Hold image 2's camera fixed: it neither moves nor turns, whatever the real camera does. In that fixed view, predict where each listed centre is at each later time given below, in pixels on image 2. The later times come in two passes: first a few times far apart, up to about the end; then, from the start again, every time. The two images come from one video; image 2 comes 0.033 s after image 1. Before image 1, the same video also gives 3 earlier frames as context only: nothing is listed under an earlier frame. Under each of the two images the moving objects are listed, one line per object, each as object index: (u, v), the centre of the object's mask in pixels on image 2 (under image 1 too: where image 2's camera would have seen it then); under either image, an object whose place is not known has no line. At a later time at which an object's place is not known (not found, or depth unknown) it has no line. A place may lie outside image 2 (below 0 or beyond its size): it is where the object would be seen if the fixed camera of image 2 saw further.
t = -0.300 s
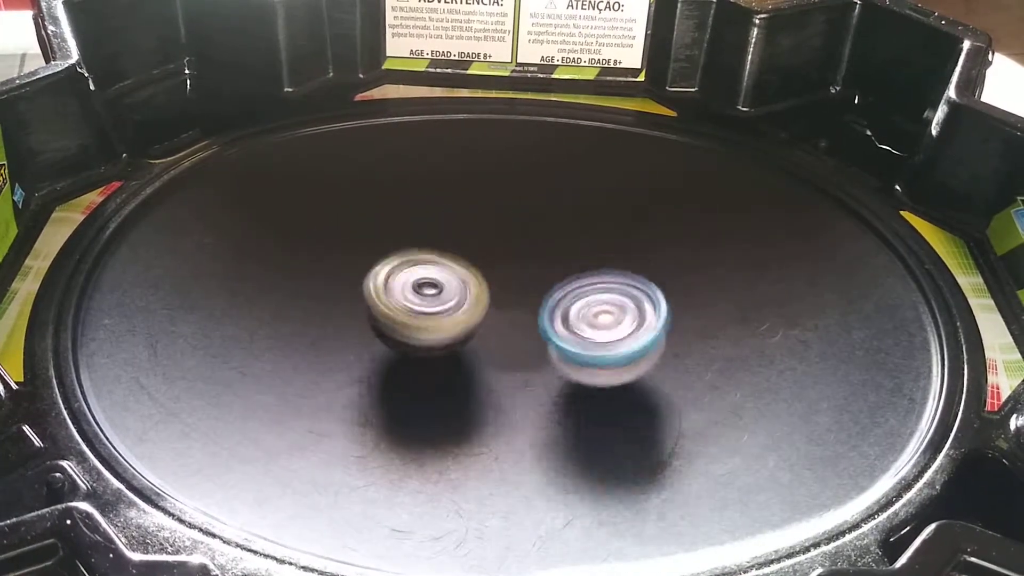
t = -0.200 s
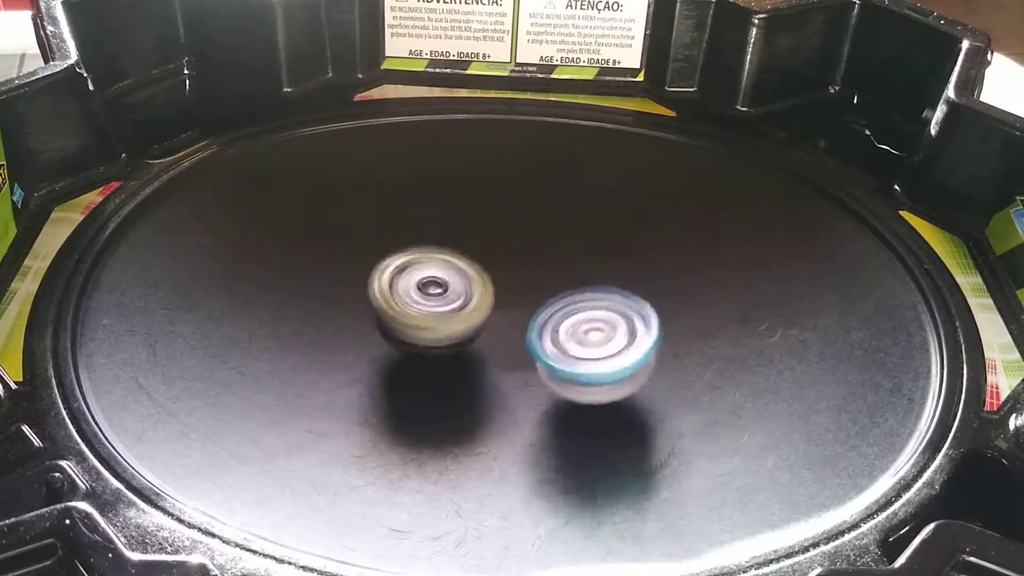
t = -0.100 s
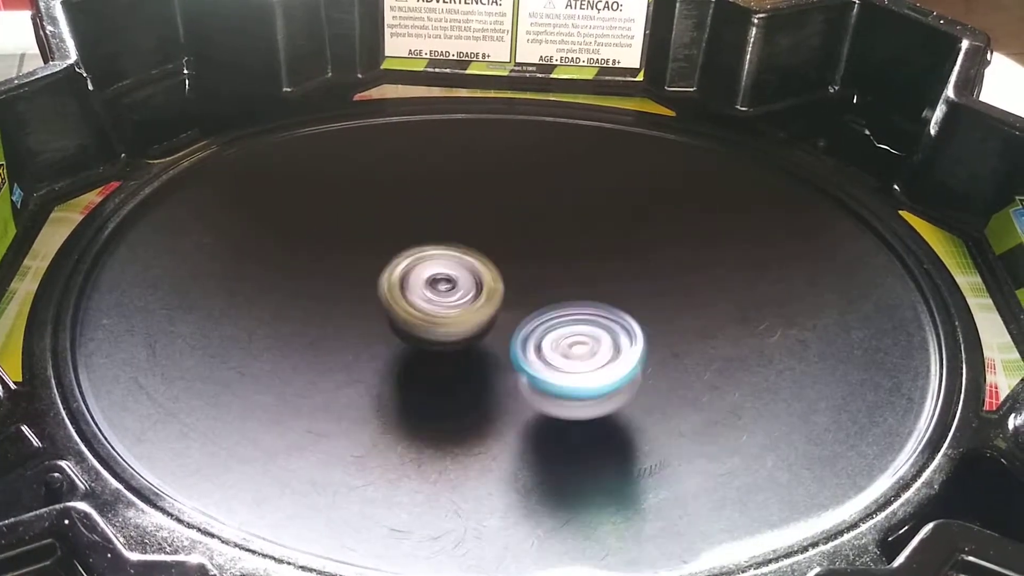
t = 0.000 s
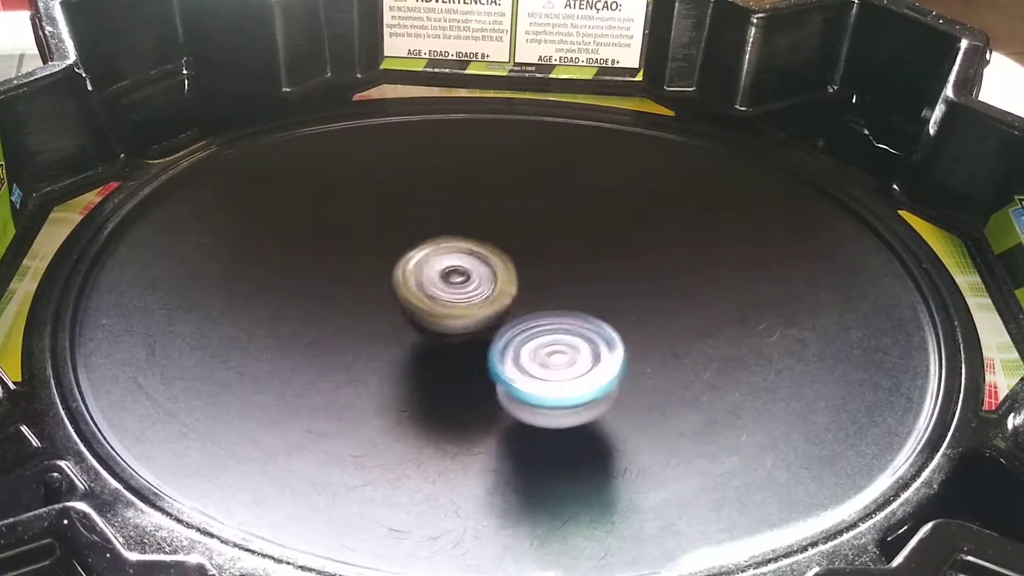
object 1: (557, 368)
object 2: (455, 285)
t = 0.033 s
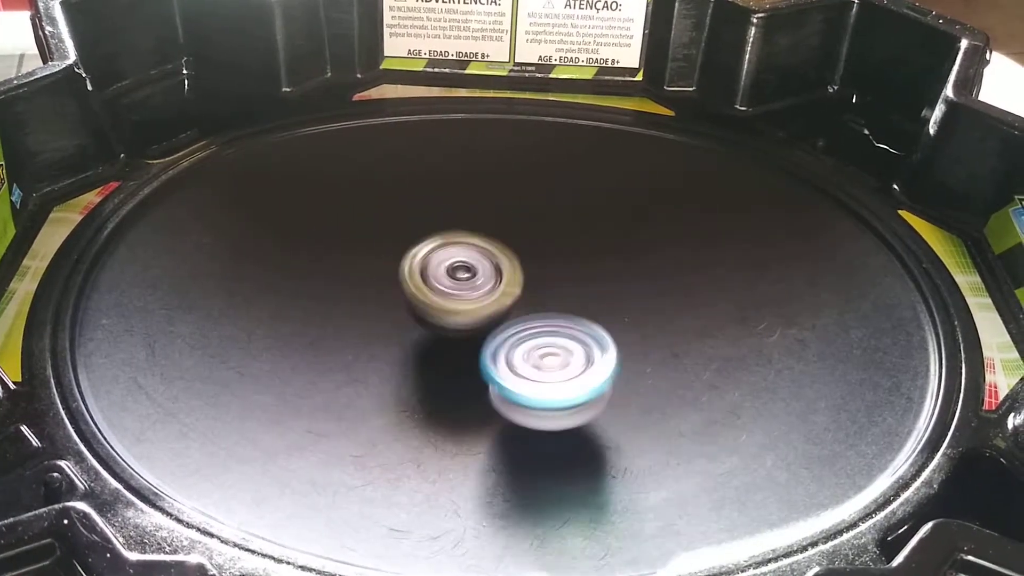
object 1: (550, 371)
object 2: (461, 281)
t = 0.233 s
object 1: (500, 369)
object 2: (471, 271)
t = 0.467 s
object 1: (438, 358)
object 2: (482, 260)
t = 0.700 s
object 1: (386, 332)
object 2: (509, 270)
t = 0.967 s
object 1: (361, 297)
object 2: (556, 280)
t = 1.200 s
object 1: (383, 271)
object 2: (574, 298)
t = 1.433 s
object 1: (434, 260)
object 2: (566, 317)
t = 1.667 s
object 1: (478, 246)
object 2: (568, 344)
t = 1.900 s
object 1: (508, 248)
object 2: (543, 351)
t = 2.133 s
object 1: (548, 259)
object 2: (490, 347)
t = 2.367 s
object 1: (570, 287)
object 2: (442, 323)
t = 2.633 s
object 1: (580, 325)
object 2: (425, 285)
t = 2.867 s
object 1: (560, 347)
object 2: (440, 273)
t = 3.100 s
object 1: (525, 365)
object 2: (484, 269)
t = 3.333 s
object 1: (492, 365)
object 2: (531, 272)
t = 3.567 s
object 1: (445, 351)
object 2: (565, 284)
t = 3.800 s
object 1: (421, 312)
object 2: (565, 311)
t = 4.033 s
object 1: (422, 273)
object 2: (537, 327)
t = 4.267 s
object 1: (434, 240)
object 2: (497, 329)
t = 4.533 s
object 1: (469, 215)
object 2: (462, 315)
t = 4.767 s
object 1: (518, 219)
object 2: (438, 297)
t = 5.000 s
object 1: (562, 260)
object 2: (448, 298)
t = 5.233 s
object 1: (603, 321)
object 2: (442, 306)
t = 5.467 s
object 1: (585, 373)
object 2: (451, 309)
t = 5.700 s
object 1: (516, 405)
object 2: (462, 294)
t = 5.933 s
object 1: (445, 403)
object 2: (487, 276)
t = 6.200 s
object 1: (381, 340)
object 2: (539, 299)
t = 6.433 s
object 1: (401, 286)
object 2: (560, 294)
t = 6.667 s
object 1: (448, 262)
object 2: (575, 306)
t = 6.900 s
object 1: (483, 264)
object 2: (581, 332)
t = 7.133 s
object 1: (489, 264)
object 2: (582, 335)
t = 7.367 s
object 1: (476, 267)
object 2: (584, 325)
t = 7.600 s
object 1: (463, 282)
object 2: (582, 323)
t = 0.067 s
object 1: (542, 373)
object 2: (463, 277)
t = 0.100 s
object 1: (534, 374)
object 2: (464, 276)
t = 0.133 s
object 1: (526, 374)
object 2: (467, 275)
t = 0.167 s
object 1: (517, 373)
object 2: (467, 274)
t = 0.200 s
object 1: (509, 371)
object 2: (470, 272)
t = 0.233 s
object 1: (500, 369)
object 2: (471, 271)
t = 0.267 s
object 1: (491, 367)
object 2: (474, 270)
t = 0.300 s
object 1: (482, 364)
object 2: (478, 268)
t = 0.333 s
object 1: (473, 366)
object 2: (481, 266)
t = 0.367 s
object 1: (463, 365)
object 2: (484, 263)
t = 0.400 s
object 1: (454, 364)
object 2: (483, 262)
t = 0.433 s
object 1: (445, 361)
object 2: (483, 261)
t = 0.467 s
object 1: (438, 358)
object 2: (482, 260)
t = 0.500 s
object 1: (431, 355)
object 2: (482, 260)
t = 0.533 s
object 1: (424, 351)
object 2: (483, 261)
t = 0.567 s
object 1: (419, 346)
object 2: (483, 263)
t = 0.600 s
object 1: (410, 342)
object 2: (488, 267)
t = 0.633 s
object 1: (401, 339)
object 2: (494, 269)
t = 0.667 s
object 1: (393, 336)
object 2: (501, 271)
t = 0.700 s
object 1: (386, 332)
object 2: (509, 270)
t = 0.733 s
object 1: (381, 328)
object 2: (515, 271)
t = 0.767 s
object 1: (375, 324)
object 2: (524, 271)
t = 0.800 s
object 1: (371, 320)
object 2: (529, 271)
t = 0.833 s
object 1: (367, 315)
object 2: (536, 273)
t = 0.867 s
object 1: (364, 311)
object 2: (541, 274)
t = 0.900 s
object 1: (363, 306)
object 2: (546, 277)
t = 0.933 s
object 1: (362, 302)
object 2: (553, 278)
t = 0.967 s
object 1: (361, 297)
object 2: (556, 280)
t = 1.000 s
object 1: (362, 293)
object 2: (560, 281)
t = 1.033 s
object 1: (363, 289)
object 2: (561, 282)
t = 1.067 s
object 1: (366, 285)
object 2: (564, 285)
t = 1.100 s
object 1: (369, 281)
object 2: (568, 288)
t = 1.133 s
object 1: (373, 277)
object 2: (571, 292)
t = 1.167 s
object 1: (378, 274)
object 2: (573, 295)
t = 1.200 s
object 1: (383, 271)
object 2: (574, 298)
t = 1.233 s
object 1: (388, 269)
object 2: (577, 300)
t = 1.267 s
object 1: (395, 266)
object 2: (576, 301)
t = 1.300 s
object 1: (401, 264)
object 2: (575, 304)
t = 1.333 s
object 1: (409, 262)
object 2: (571, 305)
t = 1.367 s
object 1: (417, 262)
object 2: (569, 308)
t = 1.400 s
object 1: (425, 261)
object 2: (567, 313)
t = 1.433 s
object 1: (434, 260)
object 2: (566, 317)
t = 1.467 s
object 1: (443, 261)
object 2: (566, 319)
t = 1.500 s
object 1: (452, 261)
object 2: (563, 322)
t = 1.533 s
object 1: (462, 262)
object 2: (562, 323)
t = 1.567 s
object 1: (466, 257)
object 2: (564, 329)
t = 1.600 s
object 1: (470, 252)
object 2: (567, 336)
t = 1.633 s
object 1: (474, 249)
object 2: (566, 340)
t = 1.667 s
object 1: (478, 246)
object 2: (568, 344)
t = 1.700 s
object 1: (482, 245)
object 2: (567, 346)
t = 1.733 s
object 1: (486, 243)
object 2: (565, 349)
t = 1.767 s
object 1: (490, 243)
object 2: (563, 350)
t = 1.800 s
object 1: (495, 243)
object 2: (558, 351)
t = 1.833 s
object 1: (499, 244)
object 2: (553, 352)
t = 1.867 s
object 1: (504, 246)
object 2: (548, 352)
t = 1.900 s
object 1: (508, 248)
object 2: (543, 351)
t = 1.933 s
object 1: (513, 250)
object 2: (539, 349)
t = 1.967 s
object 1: (518, 254)
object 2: (531, 349)
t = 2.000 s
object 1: (525, 252)
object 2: (524, 350)
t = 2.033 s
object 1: (532, 252)
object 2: (515, 349)
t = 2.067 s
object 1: (538, 254)
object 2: (506, 350)
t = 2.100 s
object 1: (543, 256)
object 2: (495, 348)
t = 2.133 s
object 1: (548, 259)
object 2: (490, 347)
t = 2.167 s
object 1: (552, 261)
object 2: (479, 345)
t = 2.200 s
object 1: (556, 265)
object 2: (474, 341)
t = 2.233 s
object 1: (559, 269)
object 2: (466, 340)
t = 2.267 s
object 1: (562, 273)
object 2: (459, 335)
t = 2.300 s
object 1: (566, 277)
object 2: (453, 332)
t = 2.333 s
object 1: (568, 282)
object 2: (446, 326)
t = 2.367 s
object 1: (570, 287)
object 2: (442, 323)
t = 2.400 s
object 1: (572, 292)
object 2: (436, 316)
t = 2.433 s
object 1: (574, 297)
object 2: (434, 313)
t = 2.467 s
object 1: (576, 302)
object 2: (428, 307)
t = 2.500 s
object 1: (577, 307)
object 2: (427, 303)
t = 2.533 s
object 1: (579, 312)
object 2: (424, 298)
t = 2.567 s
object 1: (579, 316)
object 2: (425, 293)
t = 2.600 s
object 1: (580, 320)
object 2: (423, 289)
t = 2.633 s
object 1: (580, 325)
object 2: (425, 285)
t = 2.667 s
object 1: (579, 329)
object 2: (425, 282)
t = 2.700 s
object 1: (578, 332)
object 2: (427, 279)
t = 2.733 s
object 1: (576, 336)
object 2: (428, 276)
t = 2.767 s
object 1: (573, 340)
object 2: (430, 274)
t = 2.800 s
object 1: (570, 343)
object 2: (432, 273)
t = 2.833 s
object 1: (566, 345)
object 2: (437, 273)
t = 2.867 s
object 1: (560, 347)
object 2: (440, 273)
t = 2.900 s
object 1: (554, 349)
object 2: (446, 273)
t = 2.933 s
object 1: (548, 350)
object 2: (452, 274)
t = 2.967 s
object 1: (541, 351)
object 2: (458, 275)
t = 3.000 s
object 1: (536, 356)
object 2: (466, 273)
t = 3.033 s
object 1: (532, 360)
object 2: (472, 271)
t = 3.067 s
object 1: (529, 363)
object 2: (477, 270)
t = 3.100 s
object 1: (525, 365)
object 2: (484, 269)
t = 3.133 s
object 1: (522, 367)
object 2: (488, 268)
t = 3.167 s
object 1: (518, 368)
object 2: (498, 268)
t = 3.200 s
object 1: (514, 368)
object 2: (501, 268)
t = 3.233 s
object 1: (509, 368)
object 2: (511, 269)
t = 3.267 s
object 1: (505, 366)
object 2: (515, 270)
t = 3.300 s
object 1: (500, 365)
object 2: (523, 271)
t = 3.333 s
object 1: (492, 365)
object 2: (531, 272)
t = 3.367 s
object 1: (483, 366)
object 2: (539, 274)
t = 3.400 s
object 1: (476, 366)
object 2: (550, 278)
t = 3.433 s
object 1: (469, 365)
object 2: (553, 279)
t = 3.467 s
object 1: (463, 362)
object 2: (558, 278)
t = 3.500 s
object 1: (457, 359)
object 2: (561, 281)
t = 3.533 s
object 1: (451, 355)
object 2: (561, 281)
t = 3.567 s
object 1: (445, 351)
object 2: (565, 284)
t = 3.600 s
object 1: (440, 346)
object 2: (563, 287)
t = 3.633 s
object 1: (435, 341)
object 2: (567, 289)
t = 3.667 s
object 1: (430, 336)
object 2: (567, 295)
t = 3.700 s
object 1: (426, 330)
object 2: (566, 299)
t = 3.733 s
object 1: (423, 324)
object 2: (567, 304)
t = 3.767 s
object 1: (422, 318)
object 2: (564, 309)
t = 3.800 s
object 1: (421, 312)
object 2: (565, 311)
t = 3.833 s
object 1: (420, 306)
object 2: (562, 317)
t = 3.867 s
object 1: (420, 300)
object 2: (559, 319)
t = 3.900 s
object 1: (419, 294)
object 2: (558, 323)
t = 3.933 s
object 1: (420, 288)
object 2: (552, 325)
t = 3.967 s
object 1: (421, 283)
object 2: (550, 325)
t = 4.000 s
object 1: (421, 278)
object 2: (545, 328)
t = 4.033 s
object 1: (422, 273)
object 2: (537, 327)
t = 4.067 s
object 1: (423, 269)
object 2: (534, 328)
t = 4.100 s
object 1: (426, 266)
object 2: (525, 329)
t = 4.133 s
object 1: (427, 259)
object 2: (521, 329)
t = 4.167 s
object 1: (428, 253)
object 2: (514, 331)
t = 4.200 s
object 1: (431, 248)
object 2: (507, 329)
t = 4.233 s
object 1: (433, 244)
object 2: (505, 330)
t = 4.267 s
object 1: (434, 240)
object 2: (497, 329)
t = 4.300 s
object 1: (436, 237)
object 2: (491, 326)
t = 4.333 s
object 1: (439, 235)
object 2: (489, 326)
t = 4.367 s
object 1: (443, 233)
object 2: (481, 324)
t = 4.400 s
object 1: (450, 231)
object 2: (479, 322)
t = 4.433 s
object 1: (455, 225)
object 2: (475, 323)
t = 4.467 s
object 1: (460, 221)
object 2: (467, 320)
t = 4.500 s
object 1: (465, 219)
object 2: (465, 317)
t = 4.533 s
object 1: (469, 215)
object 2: (462, 315)
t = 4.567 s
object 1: (473, 215)
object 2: (457, 311)
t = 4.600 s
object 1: (479, 215)
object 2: (455, 307)
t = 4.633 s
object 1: (486, 215)
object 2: (453, 305)
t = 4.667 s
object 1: (493, 217)
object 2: (448, 302)
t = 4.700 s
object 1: (502, 217)
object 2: (448, 301)
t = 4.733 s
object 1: (511, 216)
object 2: (443, 301)
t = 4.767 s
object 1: (518, 219)
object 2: (438, 297)
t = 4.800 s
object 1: (525, 222)
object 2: (442, 296)
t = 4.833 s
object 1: (533, 227)
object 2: (442, 299)
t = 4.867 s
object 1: (541, 232)
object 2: (438, 298)
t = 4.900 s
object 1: (548, 237)
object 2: (443, 297)
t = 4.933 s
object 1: (553, 244)
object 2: (446, 300)
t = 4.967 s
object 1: (558, 252)
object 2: (443, 300)
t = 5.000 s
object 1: (562, 260)
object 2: (448, 298)
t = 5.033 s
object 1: (570, 268)
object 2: (448, 300)
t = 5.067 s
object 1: (582, 277)
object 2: (441, 301)
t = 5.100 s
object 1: (588, 284)
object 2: (441, 301)
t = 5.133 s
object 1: (592, 293)
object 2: (446, 300)
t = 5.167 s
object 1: (596, 303)
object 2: (443, 304)
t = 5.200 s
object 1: (599, 312)
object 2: (442, 303)
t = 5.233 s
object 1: (603, 321)
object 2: (442, 306)
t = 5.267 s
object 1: (605, 329)
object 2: (438, 308)
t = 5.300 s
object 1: (605, 336)
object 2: (437, 305)
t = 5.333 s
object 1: (603, 345)
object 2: (443, 305)
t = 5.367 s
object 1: (599, 354)
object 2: (445, 309)
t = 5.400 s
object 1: (597, 361)
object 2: (442, 309)
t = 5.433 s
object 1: (593, 368)
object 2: (446, 308)
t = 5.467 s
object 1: (585, 373)
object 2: (451, 309)
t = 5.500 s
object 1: (577, 378)
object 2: (449, 310)
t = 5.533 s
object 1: (567, 381)
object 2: (453, 308)
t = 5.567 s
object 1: (559, 385)
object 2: (458, 310)
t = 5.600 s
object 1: (551, 386)
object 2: (454, 313)
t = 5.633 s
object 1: (541, 387)
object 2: (450, 311)
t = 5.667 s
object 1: (528, 391)
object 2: (454, 306)
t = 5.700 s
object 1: (516, 405)
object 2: (462, 294)
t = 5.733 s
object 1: (508, 413)
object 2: (470, 289)
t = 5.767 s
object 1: (497, 416)
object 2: (473, 281)
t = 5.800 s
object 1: (486, 416)
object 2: (476, 276)
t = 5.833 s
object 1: (477, 416)
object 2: (481, 276)
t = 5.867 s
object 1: (466, 413)
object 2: (484, 275)
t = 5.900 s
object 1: (456, 408)
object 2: (486, 274)
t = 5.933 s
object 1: (445, 403)
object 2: (487, 276)
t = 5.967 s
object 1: (438, 397)
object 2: (490, 277)
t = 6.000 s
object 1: (431, 389)
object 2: (493, 279)
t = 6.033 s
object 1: (424, 380)
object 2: (495, 284)
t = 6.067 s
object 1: (421, 371)
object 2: (499, 289)
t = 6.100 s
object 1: (418, 362)
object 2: (501, 296)
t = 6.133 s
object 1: (403, 353)
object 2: (509, 295)
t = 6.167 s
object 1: (388, 348)
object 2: (524, 298)
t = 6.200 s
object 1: (381, 340)
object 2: (539, 299)
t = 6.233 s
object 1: (376, 331)
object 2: (543, 298)
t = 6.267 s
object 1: (376, 323)
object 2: (546, 296)
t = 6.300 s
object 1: (379, 314)
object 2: (549, 295)
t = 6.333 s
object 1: (381, 306)
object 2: (555, 295)
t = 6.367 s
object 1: (388, 299)
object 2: (558, 294)
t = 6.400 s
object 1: (394, 291)
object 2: (560, 294)
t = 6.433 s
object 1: (401, 286)
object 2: (560, 294)
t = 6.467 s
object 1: (411, 281)
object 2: (560, 295)
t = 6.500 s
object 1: (419, 275)
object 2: (558, 295)
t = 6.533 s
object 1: (429, 272)
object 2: (555, 294)
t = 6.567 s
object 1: (434, 267)
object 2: (561, 296)
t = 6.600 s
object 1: (433, 264)
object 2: (567, 297)
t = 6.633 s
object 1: (441, 264)
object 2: (573, 302)
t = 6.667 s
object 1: (448, 262)
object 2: (575, 306)
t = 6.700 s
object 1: (459, 264)
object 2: (576, 309)
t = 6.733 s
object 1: (467, 264)
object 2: (582, 311)
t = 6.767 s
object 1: (470, 263)
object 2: (587, 318)
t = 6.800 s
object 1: (477, 265)
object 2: (586, 322)
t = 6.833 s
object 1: (480, 264)
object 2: (584, 326)
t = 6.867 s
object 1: (480, 264)
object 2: (583, 331)
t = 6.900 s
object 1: (483, 264)
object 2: (581, 332)
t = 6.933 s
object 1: (483, 267)
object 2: (580, 332)
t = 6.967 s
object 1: (486, 268)
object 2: (580, 332)
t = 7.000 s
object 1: (488, 268)
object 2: (581, 332)
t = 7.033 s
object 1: (491, 269)
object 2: (582, 333)
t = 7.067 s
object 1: (491, 266)
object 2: (582, 336)
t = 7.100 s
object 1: (491, 266)
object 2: (581, 336)
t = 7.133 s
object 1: (489, 264)
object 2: (582, 335)
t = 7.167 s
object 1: (488, 265)
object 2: (583, 334)
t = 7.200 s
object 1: (486, 264)
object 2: (584, 333)
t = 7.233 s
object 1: (483, 264)
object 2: (584, 331)
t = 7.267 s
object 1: (481, 264)
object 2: (585, 329)
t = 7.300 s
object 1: (479, 264)
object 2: (585, 328)
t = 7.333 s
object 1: (477, 265)
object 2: (584, 327)
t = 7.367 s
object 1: (476, 267)
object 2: (584, 325)
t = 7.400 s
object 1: (474, 269)
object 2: (582, 323)
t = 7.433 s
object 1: (472, 271)
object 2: (582, 323)
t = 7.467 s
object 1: (471, 273)
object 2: (582, 322)
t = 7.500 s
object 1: (468, 275)
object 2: (582, 323)
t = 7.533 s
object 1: (468, 278)
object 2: (582, 323)
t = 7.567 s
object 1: (465, 279)
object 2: (582, 323)
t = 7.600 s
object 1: (463, 282)
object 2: (582, 323)
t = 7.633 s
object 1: (460, 283)
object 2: (582, 323)
